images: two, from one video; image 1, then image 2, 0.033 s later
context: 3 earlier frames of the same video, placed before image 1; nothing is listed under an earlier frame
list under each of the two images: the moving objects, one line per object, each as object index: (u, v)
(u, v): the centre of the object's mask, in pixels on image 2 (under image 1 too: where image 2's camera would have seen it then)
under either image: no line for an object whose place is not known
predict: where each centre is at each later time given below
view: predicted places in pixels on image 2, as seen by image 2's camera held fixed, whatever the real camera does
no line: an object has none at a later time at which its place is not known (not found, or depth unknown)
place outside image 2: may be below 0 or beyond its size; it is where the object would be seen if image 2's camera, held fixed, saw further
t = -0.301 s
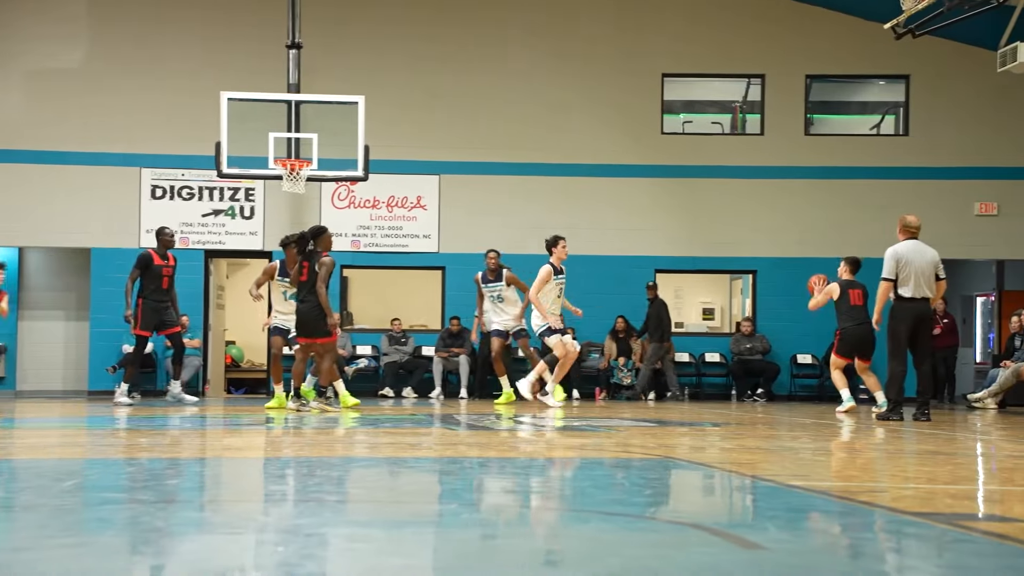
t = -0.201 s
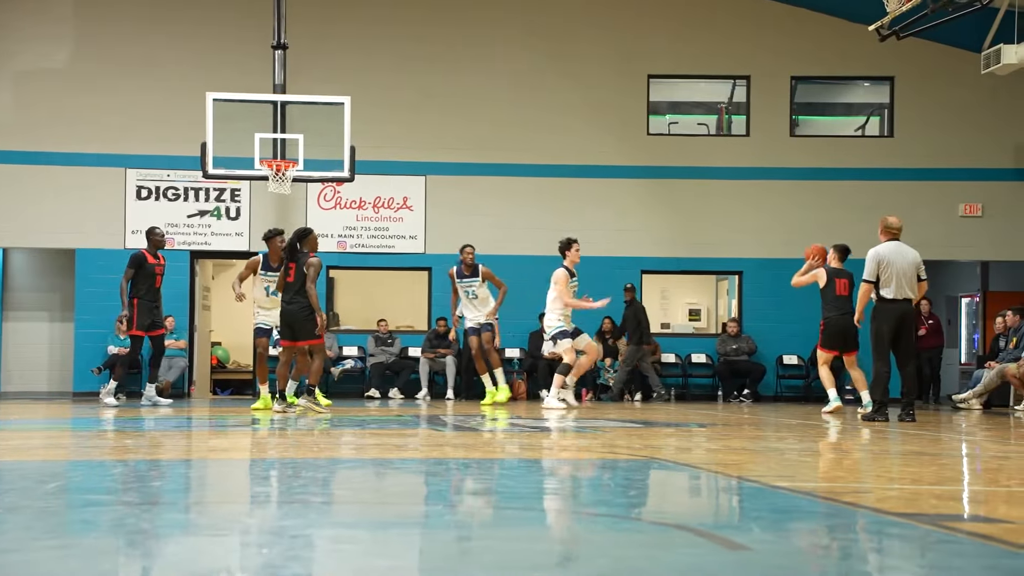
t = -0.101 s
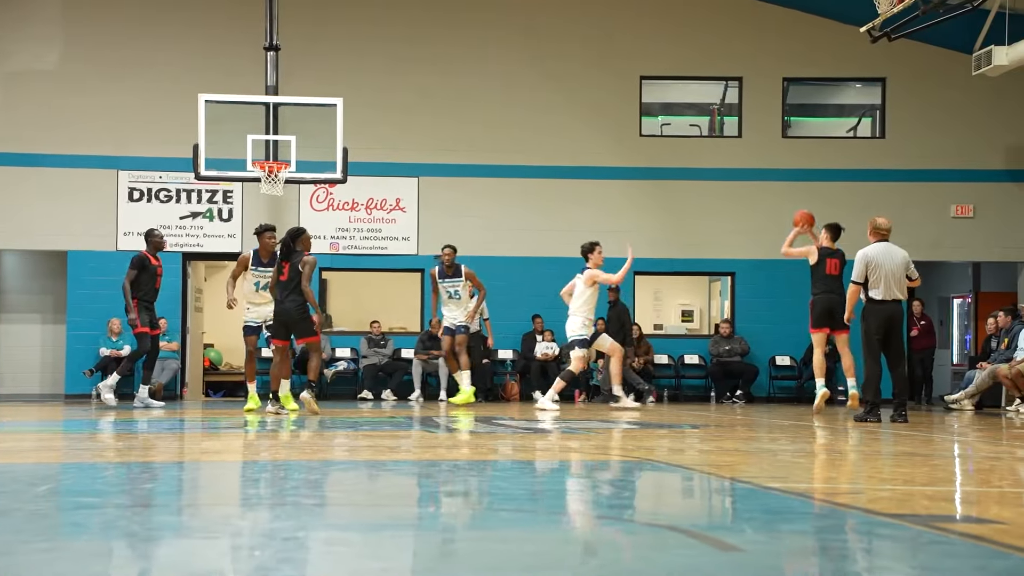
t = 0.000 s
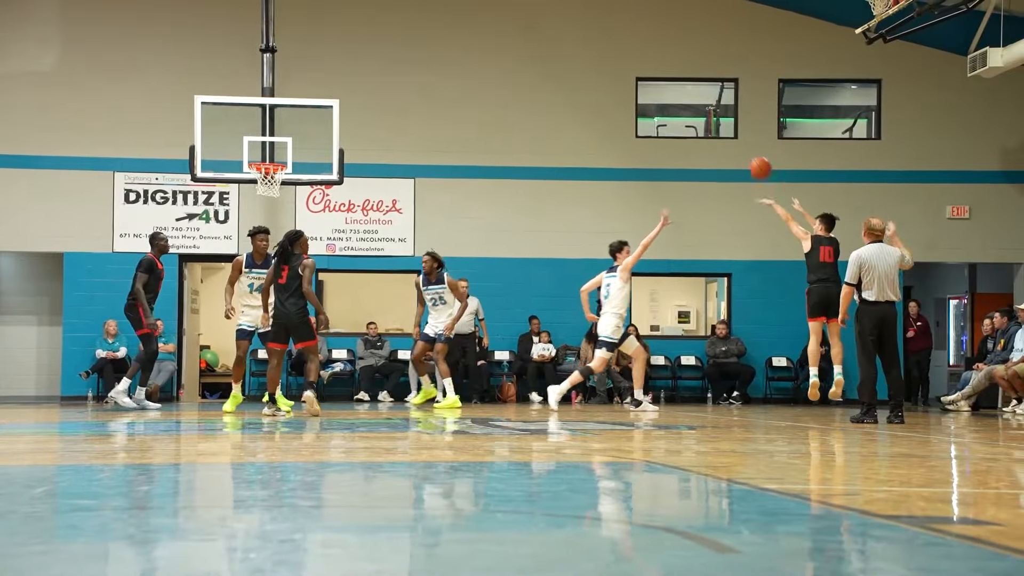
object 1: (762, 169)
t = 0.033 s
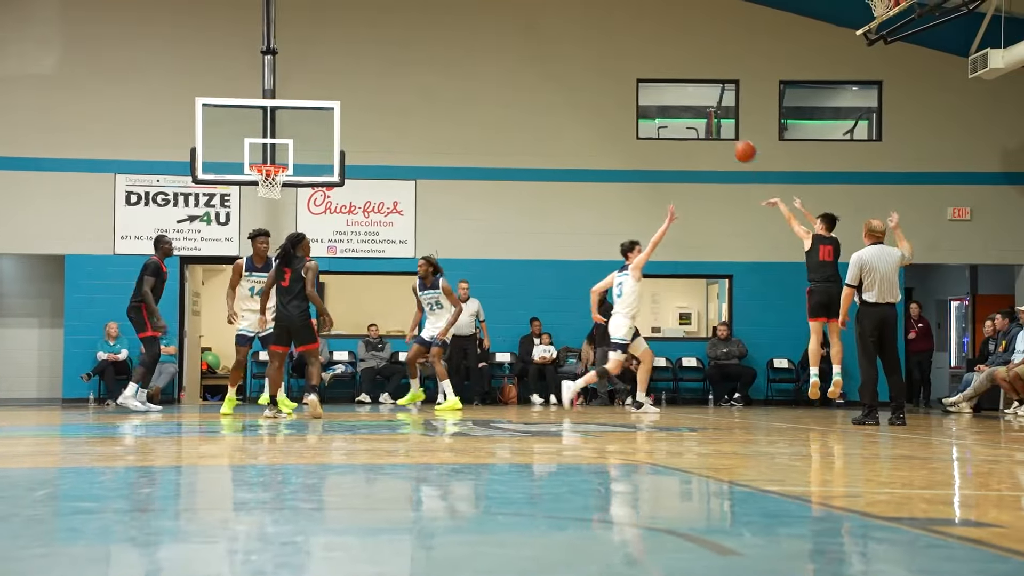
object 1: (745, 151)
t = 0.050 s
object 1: (736, 142)
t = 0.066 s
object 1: (729, 134)
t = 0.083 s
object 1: (721, 125)
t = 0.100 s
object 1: (713, 119)
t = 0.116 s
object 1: (705, 111)
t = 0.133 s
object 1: (696, 104)
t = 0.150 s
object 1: (691, 97)
